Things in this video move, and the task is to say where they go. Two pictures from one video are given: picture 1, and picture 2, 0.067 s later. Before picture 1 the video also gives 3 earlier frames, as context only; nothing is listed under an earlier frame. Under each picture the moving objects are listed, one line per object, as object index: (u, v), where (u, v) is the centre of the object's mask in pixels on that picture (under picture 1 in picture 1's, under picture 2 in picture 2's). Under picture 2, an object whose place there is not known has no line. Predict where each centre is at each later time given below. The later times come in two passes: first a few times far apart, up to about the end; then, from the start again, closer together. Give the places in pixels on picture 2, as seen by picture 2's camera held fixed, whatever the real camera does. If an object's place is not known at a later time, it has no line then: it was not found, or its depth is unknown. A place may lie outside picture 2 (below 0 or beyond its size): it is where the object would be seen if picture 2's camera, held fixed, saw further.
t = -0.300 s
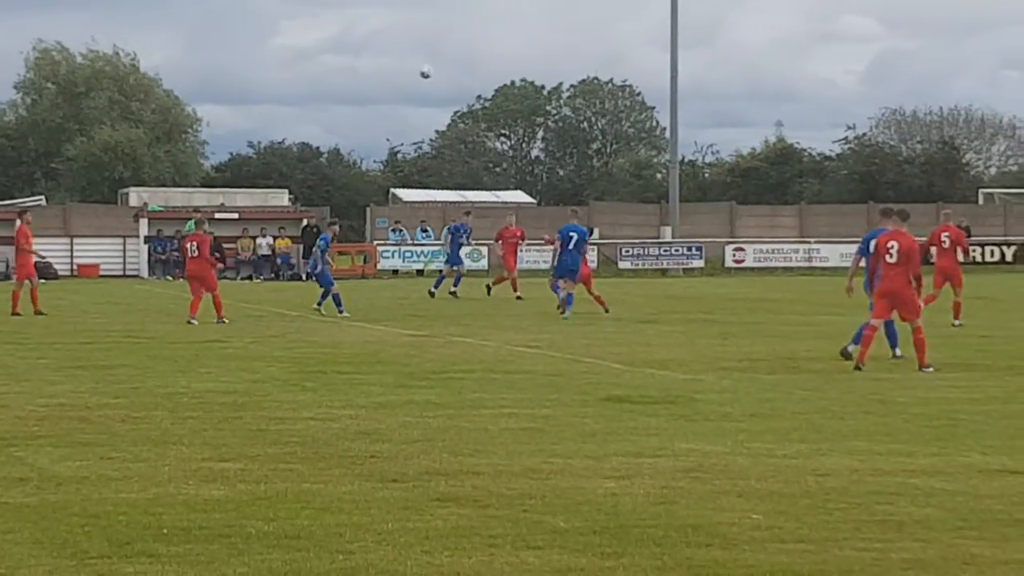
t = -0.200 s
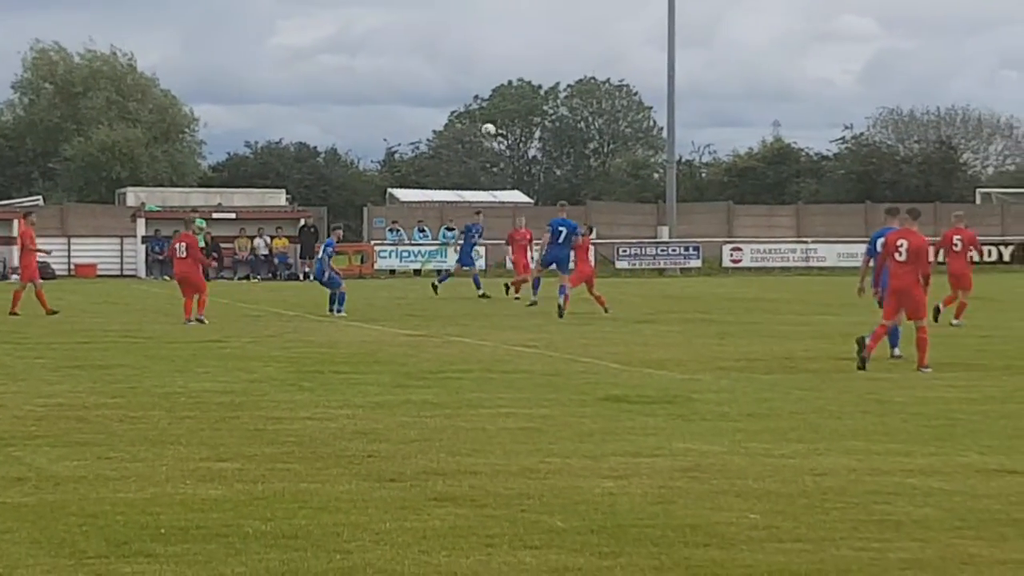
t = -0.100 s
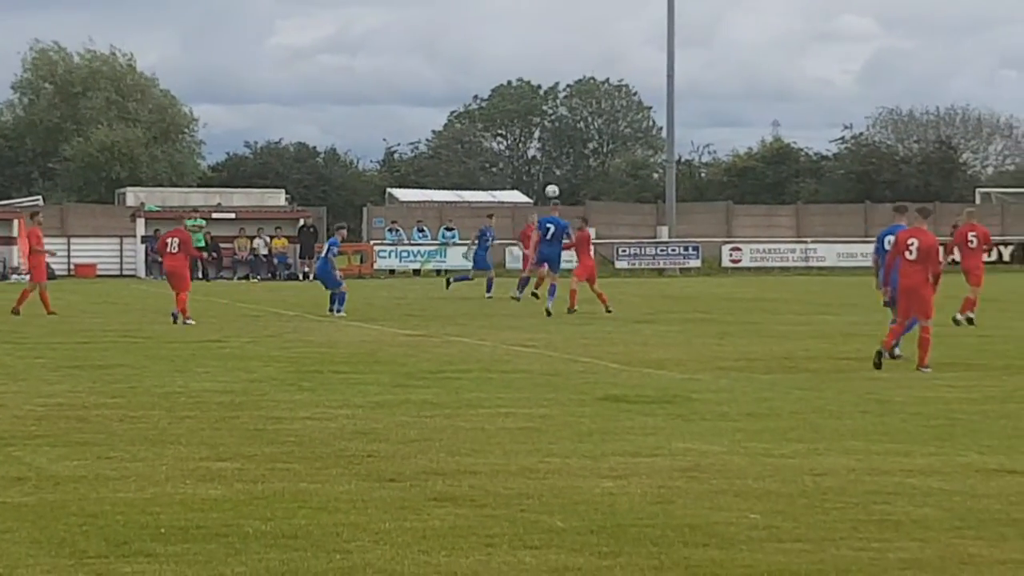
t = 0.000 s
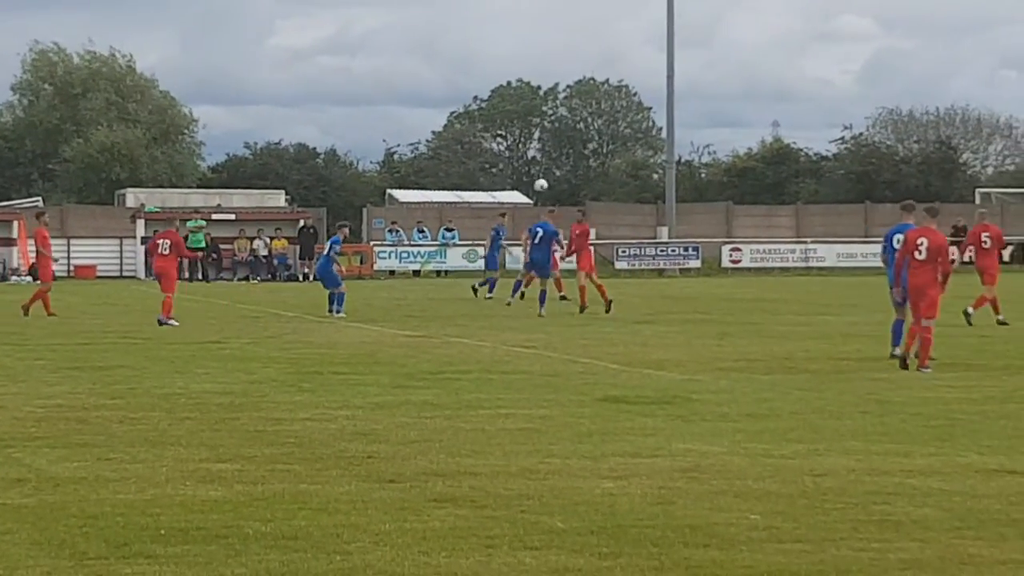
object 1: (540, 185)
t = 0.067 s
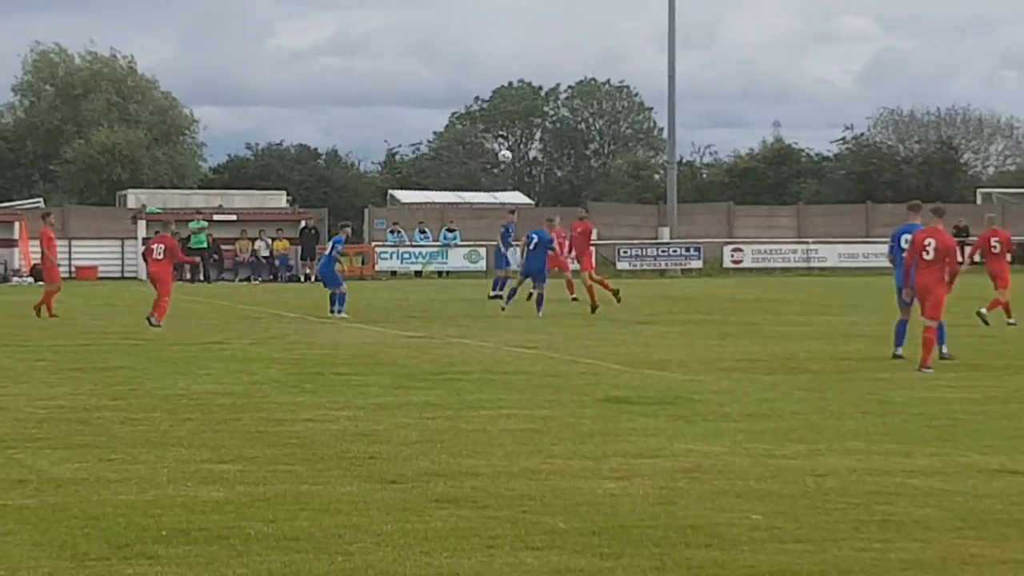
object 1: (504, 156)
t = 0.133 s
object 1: (466, 129)
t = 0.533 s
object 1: (223, 19)
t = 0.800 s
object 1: (43, -3)
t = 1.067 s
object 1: (-173, 26)
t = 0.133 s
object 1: (466, 129)
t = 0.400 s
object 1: (305, 48)
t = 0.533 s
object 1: (223, 19)
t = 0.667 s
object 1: (136, 3)
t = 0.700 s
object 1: (113, 0)
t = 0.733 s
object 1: (89, -2)
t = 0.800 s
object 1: (43, -3)
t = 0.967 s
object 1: (-88, 8)
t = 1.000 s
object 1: (-115, 13)
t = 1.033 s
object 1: (-143, 19)
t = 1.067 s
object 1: (-173, 26)
